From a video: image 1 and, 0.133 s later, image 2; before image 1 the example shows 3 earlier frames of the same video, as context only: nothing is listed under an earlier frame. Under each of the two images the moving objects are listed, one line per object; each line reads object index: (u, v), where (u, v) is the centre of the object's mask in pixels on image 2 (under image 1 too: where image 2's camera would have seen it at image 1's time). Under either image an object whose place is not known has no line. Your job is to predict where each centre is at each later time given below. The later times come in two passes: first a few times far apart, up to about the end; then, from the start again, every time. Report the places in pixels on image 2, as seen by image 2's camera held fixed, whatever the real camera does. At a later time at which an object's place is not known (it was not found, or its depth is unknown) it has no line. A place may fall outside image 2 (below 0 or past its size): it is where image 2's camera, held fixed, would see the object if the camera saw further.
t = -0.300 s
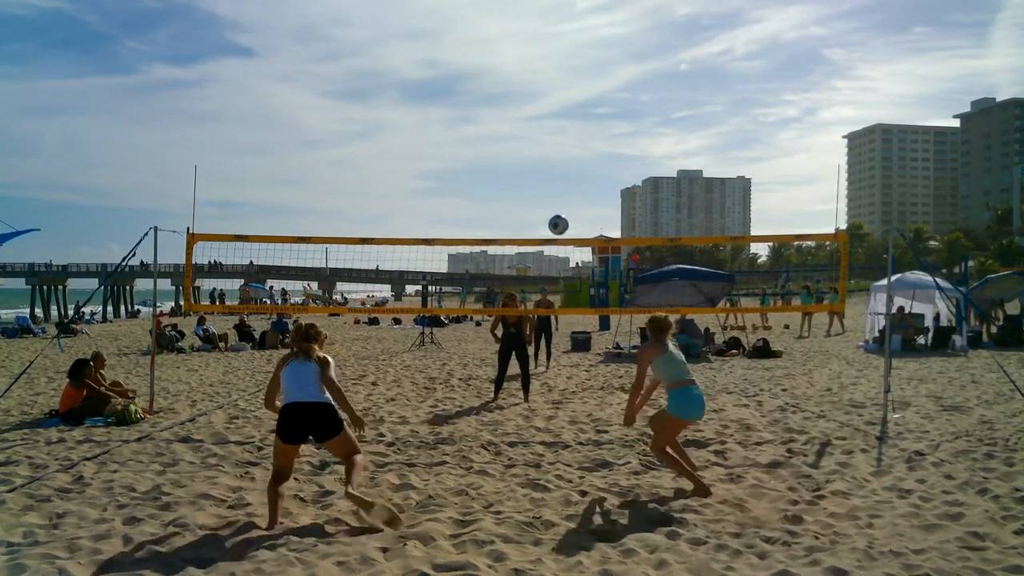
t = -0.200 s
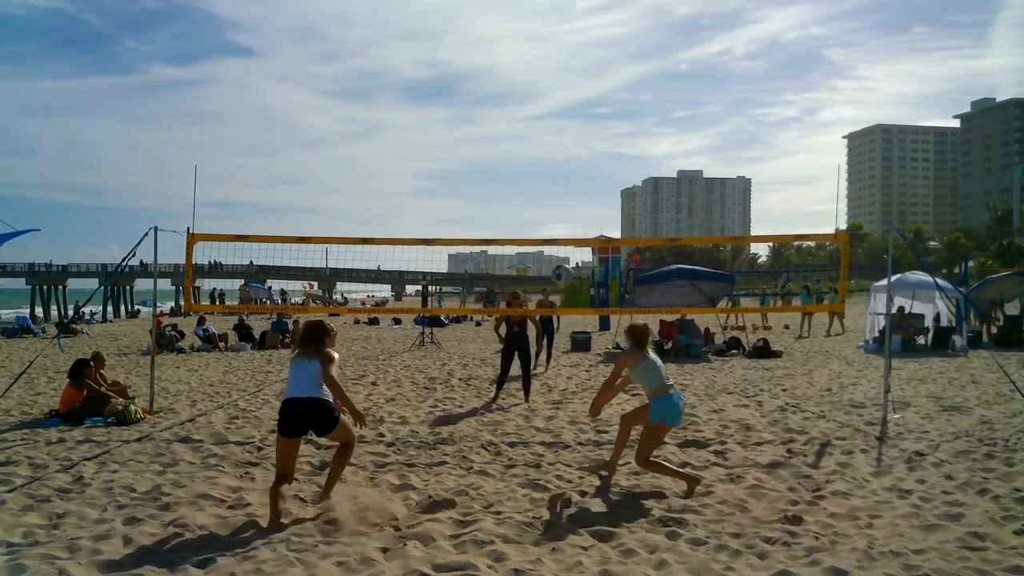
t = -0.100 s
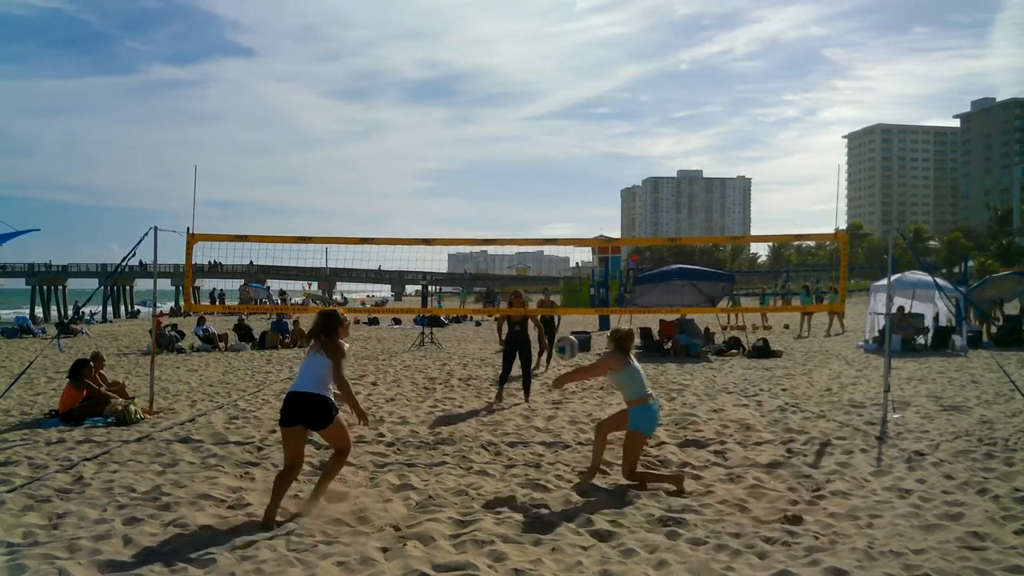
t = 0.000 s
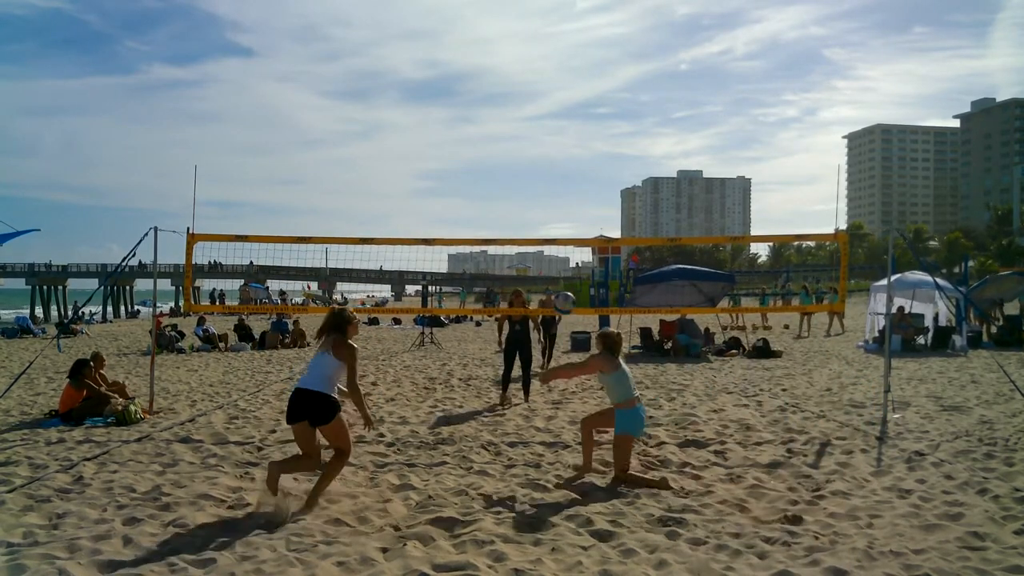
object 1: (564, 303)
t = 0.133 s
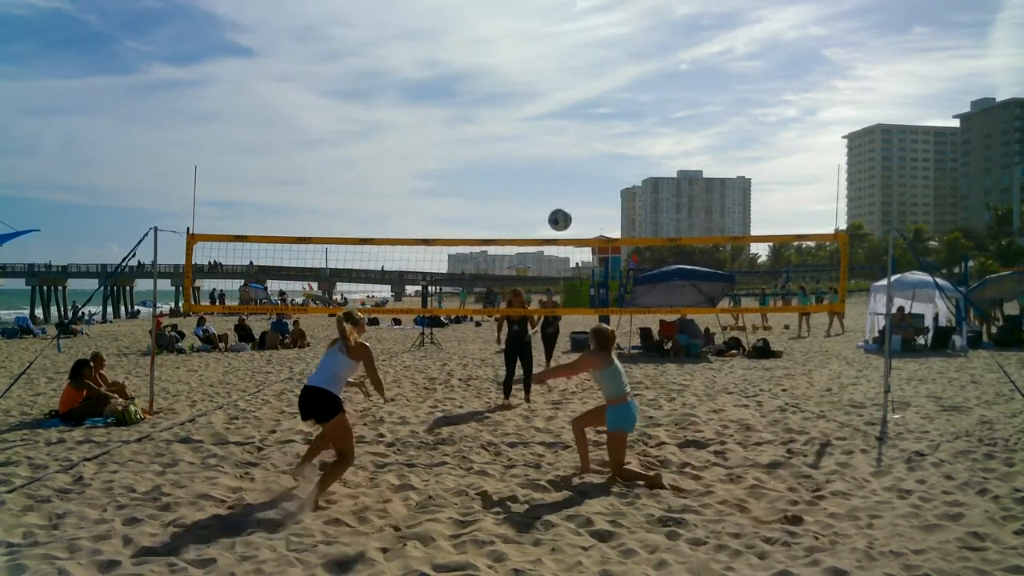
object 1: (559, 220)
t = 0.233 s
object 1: (557, 170)
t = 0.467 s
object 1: (554, 94)
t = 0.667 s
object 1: (552, 71)
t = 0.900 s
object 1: (551, 88)
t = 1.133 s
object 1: (552, 152)
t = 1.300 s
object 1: (553, 223)
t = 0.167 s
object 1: (559, 202)
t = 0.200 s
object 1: (558, 185)
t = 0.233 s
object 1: (557, 170)
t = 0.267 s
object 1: (557, 156)
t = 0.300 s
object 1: (556, 143)
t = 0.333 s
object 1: (556, 131)
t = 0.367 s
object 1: (555, 120)
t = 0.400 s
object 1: (555, 111)
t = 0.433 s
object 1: (554, 102)
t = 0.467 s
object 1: (554, 94)
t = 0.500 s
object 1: (554, 88)
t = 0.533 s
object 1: (553, 82)
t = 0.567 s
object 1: (553, 78)
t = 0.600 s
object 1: (553, 74)
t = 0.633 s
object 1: (552, 72)
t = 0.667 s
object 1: (552, 71)
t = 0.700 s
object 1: (552, 70)
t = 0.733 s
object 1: (552, 71)
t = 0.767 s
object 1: (552, 72)
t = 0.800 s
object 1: (552, 75)
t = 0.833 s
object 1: (552, 78)
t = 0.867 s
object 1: (552, 83)
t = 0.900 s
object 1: (551, 88)
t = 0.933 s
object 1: (551, 95)
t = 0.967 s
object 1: (552, 102)
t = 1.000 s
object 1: (552, 110)
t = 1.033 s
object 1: (552, 119)
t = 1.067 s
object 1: (552, 129)
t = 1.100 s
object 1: (552, 140)
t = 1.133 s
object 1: (552, 152)
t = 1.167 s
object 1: (552, 164)
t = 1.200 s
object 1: (553, 178)
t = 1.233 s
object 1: (553, 192)
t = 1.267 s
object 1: (553, 207)
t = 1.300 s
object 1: (553, 223)
